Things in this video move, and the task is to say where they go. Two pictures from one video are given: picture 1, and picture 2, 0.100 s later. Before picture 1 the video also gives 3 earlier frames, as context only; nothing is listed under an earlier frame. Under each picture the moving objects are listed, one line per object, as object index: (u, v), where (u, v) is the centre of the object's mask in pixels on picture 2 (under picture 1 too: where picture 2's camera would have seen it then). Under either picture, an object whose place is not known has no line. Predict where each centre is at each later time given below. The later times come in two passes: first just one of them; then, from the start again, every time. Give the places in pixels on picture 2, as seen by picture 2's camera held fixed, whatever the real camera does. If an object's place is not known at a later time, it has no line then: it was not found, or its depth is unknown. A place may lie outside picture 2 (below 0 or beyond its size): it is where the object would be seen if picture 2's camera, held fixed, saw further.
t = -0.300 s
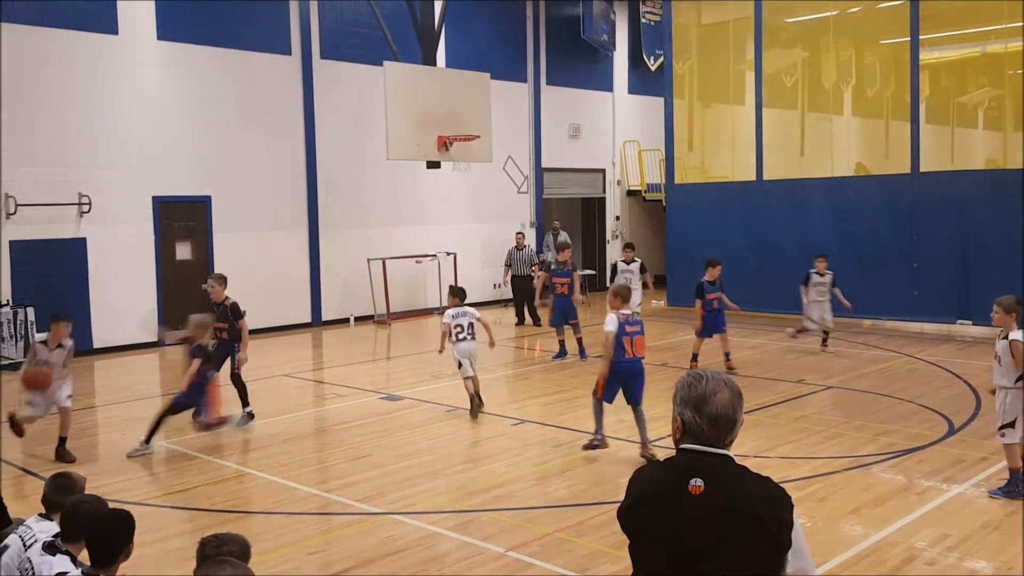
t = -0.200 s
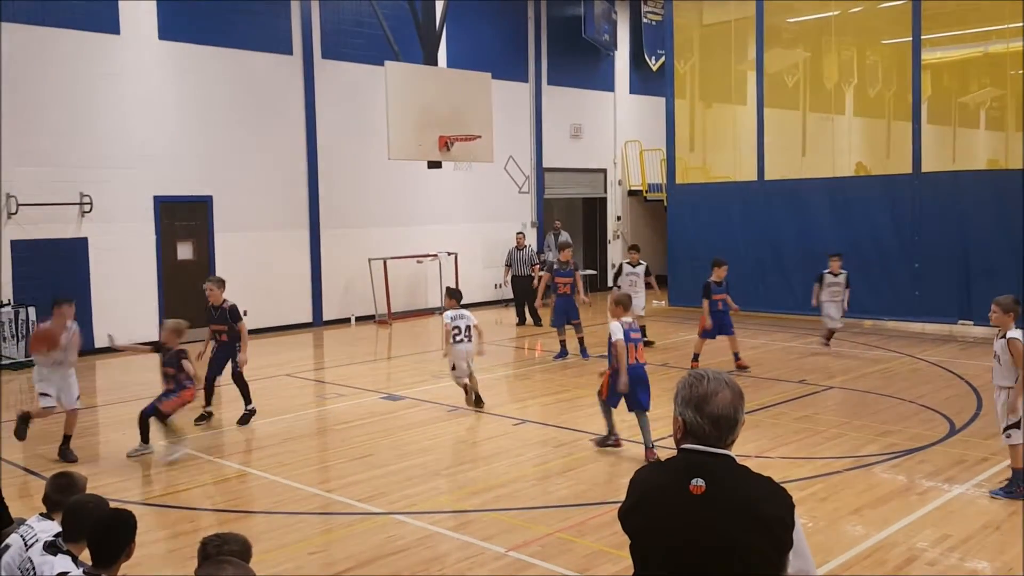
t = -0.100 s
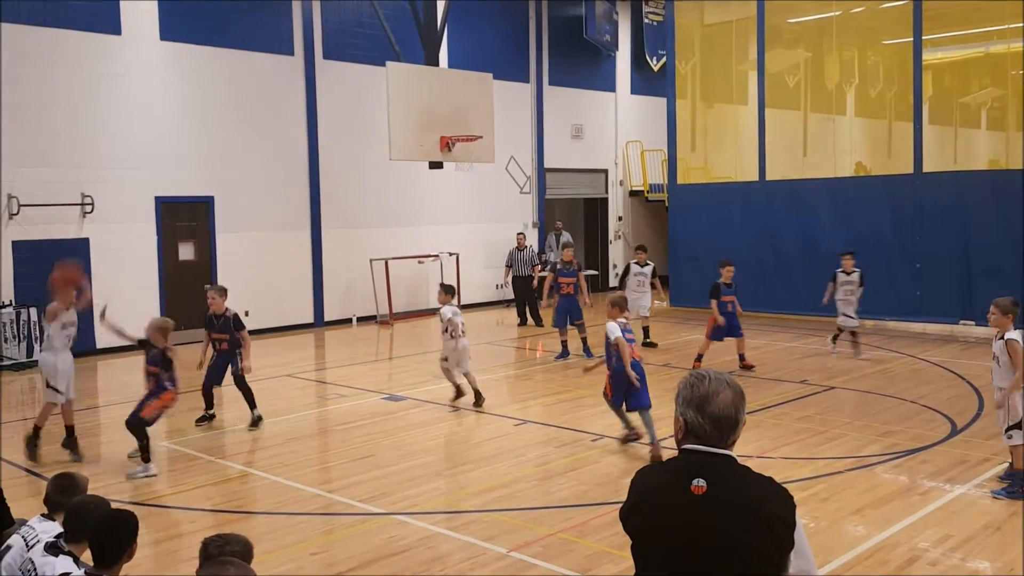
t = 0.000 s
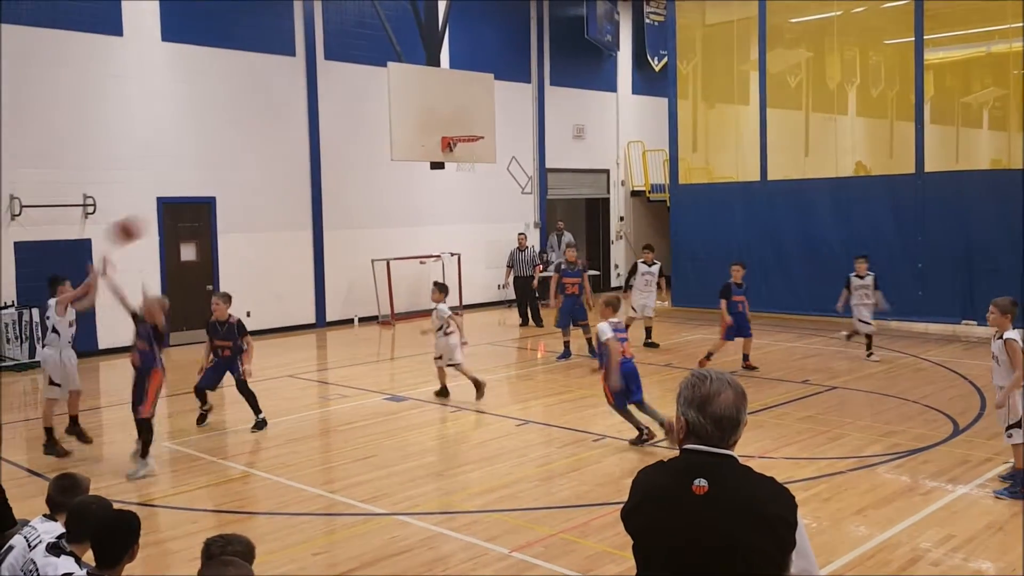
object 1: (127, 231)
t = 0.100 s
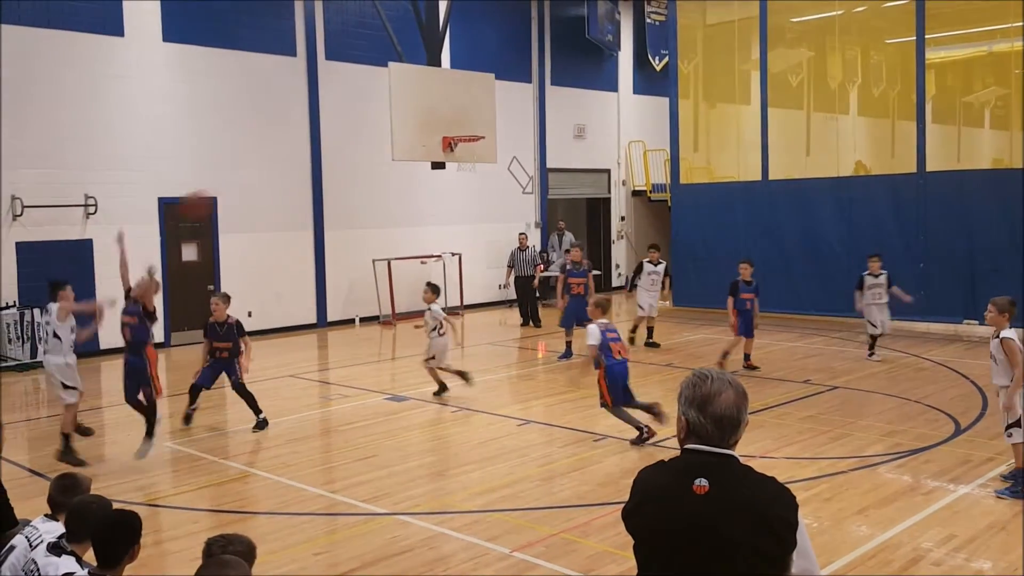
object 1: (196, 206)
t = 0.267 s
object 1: (296, 184)
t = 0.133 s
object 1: (218, 197)
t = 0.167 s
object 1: (239, 192)
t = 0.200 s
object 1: (259, 189)
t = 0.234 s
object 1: (278, 186)
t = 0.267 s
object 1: (296, 184)
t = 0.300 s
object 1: (315, 184)
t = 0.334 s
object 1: (334, 186)
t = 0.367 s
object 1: (351, 187)
